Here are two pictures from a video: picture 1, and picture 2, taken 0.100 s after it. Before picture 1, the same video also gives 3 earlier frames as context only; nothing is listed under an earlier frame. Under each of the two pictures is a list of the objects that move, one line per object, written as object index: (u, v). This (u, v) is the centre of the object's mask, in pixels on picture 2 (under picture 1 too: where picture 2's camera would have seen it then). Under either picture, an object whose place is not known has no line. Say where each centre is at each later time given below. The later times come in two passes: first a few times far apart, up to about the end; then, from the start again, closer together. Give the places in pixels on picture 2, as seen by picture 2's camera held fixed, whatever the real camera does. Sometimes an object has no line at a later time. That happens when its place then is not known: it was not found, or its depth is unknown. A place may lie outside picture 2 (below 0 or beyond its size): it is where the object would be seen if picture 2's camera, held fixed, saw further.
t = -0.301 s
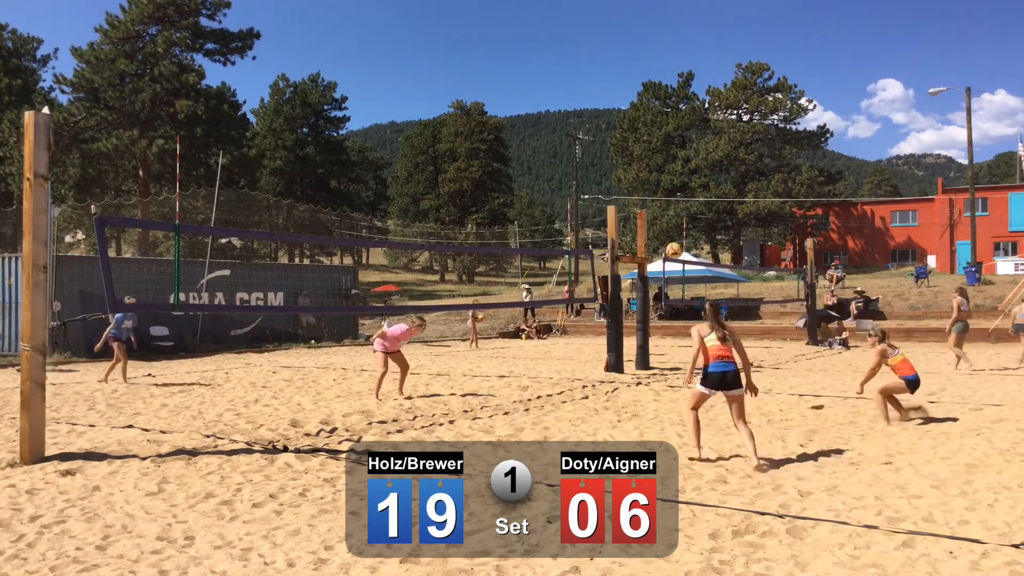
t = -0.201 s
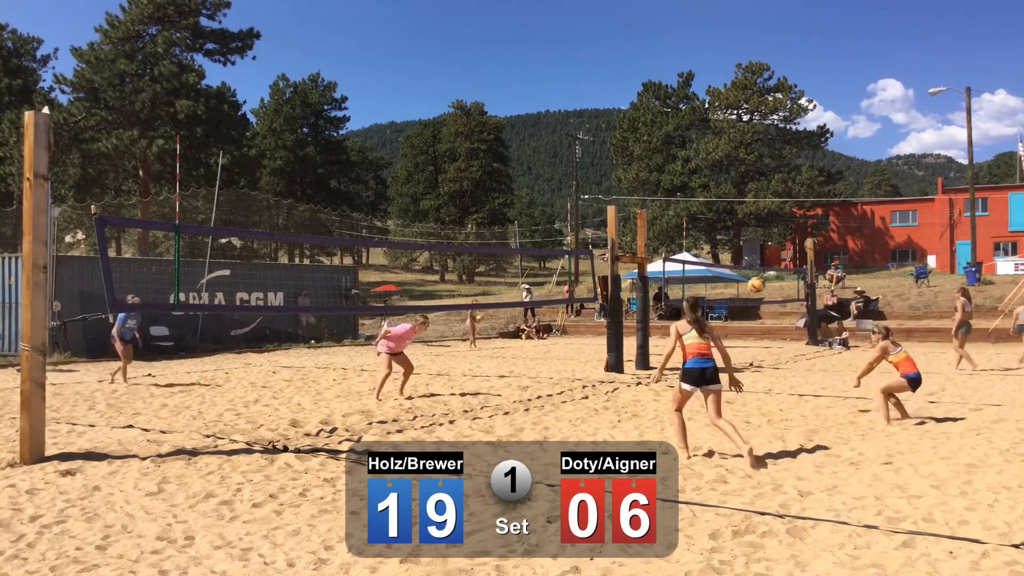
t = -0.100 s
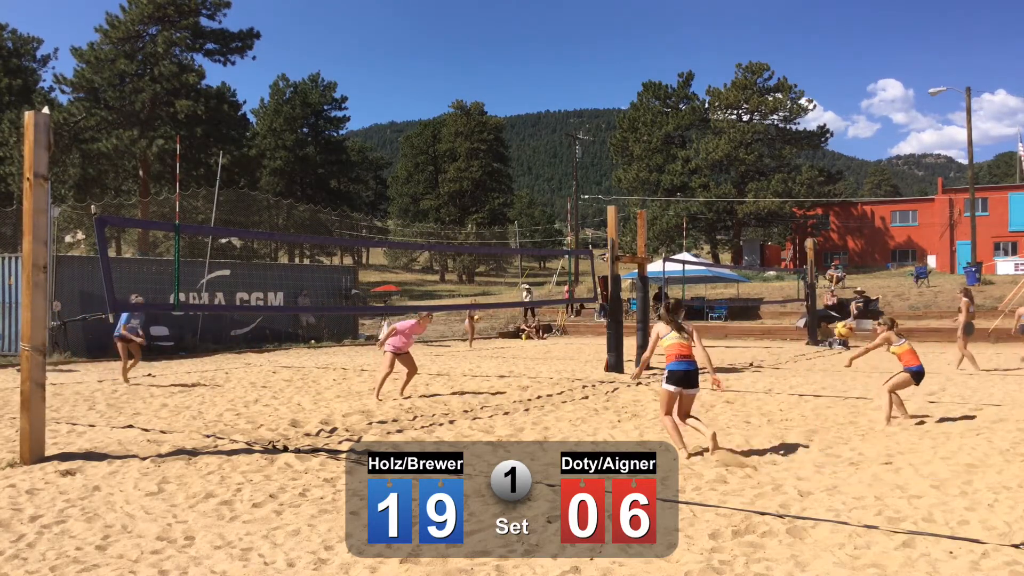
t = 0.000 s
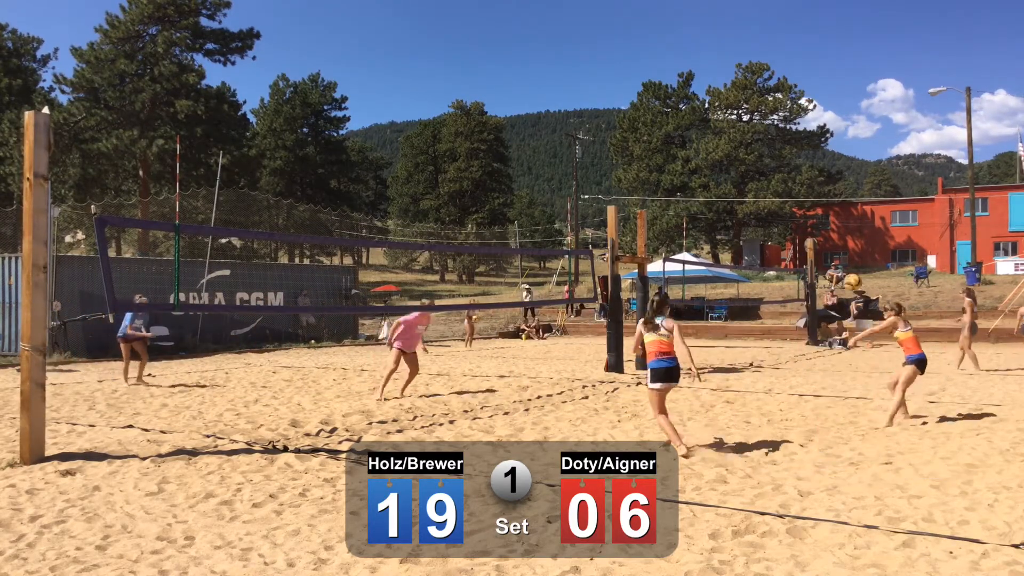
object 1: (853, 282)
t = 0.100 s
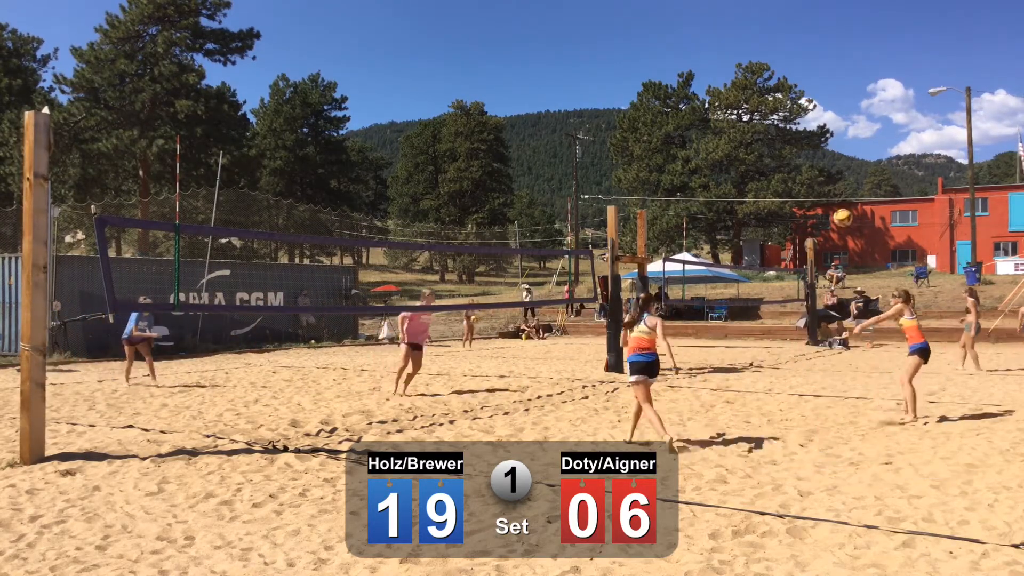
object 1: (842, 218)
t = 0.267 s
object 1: (828, 126)
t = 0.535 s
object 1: (807, 23)
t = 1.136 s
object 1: (760, 2)
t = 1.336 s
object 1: (744, 52)
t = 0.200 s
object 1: (834, 160)
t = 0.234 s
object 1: (831, 143)
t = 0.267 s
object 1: (828, 126)
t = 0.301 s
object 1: (826, 110)
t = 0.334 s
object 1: (823, 95)
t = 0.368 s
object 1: (820, 81)
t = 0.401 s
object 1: (817, 68)
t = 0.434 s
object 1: (814, 55)
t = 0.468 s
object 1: (812, 43)
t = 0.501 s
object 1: (809, 33)
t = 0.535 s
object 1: (807, 23)
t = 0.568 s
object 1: (803, 14)
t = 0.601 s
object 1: (801, 7)
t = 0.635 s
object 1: (798, 3)
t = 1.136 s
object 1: (760, 2)
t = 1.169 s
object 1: (757, 5)
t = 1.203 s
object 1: (755, 10)
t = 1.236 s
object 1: (752, 19)
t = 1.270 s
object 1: (749, 29)
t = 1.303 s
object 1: (747, 40)
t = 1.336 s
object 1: (744, 52)
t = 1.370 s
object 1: (741, 65)
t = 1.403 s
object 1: (738, 79)
